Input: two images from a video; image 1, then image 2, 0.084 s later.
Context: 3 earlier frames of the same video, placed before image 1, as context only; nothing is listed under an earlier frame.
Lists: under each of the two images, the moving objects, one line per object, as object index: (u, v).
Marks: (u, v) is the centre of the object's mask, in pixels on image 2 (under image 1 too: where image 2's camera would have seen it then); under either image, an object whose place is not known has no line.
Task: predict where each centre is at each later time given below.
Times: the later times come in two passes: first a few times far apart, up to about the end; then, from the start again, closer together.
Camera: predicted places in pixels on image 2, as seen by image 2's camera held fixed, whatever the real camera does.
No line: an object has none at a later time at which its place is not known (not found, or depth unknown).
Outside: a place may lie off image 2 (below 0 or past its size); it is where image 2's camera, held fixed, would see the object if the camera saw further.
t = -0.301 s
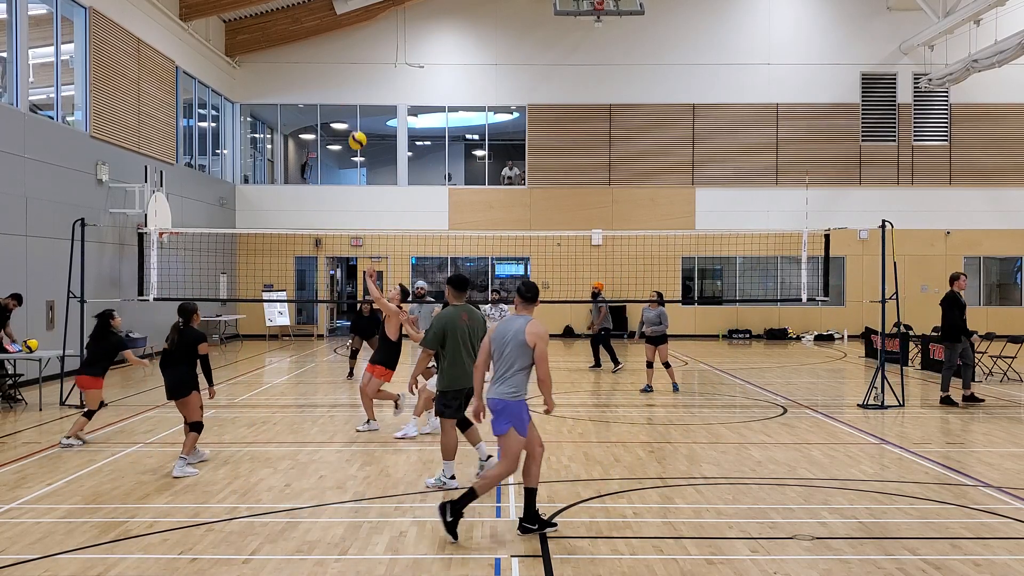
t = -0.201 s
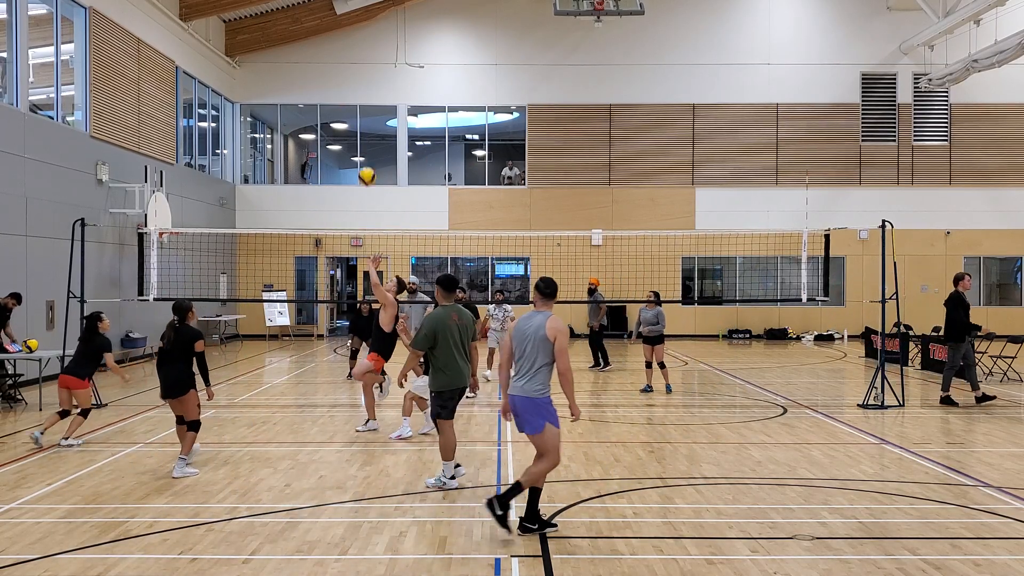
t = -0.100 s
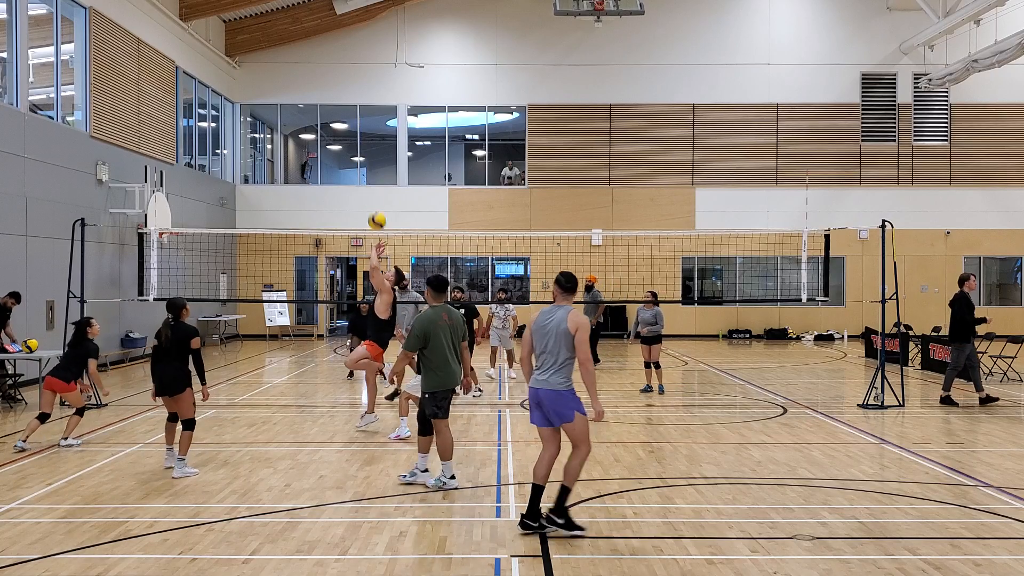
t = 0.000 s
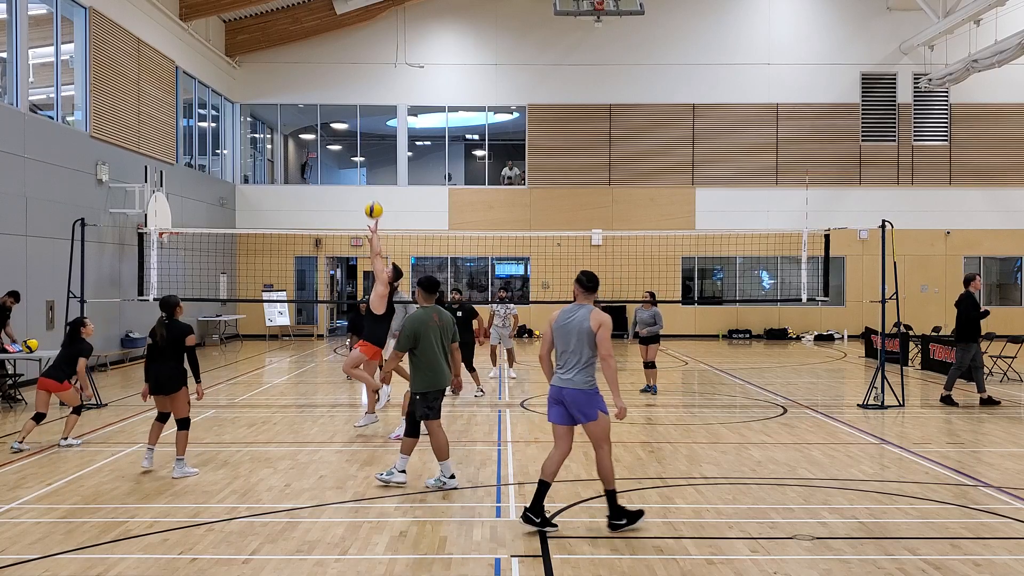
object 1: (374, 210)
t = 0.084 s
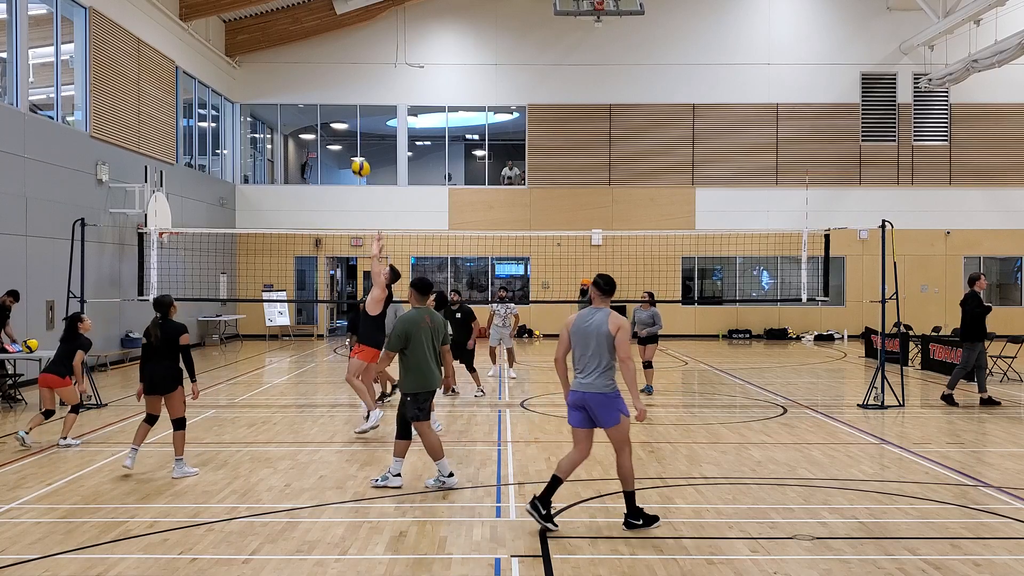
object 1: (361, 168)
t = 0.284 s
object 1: (330, 94)
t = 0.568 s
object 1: (291, 50)
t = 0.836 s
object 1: (256, 69)
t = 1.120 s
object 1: (223, 149)
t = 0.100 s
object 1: (358, 160)
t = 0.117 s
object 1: (355, 153)
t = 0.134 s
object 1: (353, 146)
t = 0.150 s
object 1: (350, 140)
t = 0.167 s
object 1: (348, 134)
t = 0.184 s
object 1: (345, 127)
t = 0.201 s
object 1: (343, 121)
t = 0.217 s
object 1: (340, 115)
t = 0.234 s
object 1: (338, 109)
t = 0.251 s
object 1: (335, 104)
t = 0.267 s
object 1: (333, 99)
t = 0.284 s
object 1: (330, 94)
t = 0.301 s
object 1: (328, 89)
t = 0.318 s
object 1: (325, 85)
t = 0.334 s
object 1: (323, 81)
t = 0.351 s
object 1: (321, 77)
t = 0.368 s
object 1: (318, 74)
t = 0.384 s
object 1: (316, 71)
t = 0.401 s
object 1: (313, 67)
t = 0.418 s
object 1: (311, 65)
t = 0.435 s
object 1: (309, 62)
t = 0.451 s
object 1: (307, 60)
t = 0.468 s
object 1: (305, 58)
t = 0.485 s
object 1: (302, 56)
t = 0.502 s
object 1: (300, 54)
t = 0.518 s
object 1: (298, 53)
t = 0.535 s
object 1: (295, 52)
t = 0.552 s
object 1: (293, 51)
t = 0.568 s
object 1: (291, 50)
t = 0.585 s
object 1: (289, 49)
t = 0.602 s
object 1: (287, 49)
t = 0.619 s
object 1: (284, 49)
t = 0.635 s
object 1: (282, 49)
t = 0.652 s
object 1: (280, 50)
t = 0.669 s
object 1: (278, 50)
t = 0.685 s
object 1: (276, 51)
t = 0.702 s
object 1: (273, 52)
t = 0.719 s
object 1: (271, 54)
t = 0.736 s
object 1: (269, 55)
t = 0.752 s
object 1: (267, 57)
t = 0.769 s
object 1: (265, 59)
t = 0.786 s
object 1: (263, 61)
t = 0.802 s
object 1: (261, 63)
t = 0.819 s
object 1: (259, 66)
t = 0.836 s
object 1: (256, 69)
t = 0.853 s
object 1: (255, 72)
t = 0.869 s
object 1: (252, 75)
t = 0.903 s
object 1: (248, 82)
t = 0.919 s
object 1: (246, 86)
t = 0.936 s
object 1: (245, 90)
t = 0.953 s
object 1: (243, 95)
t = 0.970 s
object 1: (241, 99)
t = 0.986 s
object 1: (239, 104)
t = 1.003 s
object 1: (237, 109)
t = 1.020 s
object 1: (235, 114)
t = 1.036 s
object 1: (233, 119)
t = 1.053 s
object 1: (231, 125)
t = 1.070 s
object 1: (229, 131)
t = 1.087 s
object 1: (227, 137)
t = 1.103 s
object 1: (225, 143)
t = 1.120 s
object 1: (223, 149)
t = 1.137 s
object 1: (221, 155)
